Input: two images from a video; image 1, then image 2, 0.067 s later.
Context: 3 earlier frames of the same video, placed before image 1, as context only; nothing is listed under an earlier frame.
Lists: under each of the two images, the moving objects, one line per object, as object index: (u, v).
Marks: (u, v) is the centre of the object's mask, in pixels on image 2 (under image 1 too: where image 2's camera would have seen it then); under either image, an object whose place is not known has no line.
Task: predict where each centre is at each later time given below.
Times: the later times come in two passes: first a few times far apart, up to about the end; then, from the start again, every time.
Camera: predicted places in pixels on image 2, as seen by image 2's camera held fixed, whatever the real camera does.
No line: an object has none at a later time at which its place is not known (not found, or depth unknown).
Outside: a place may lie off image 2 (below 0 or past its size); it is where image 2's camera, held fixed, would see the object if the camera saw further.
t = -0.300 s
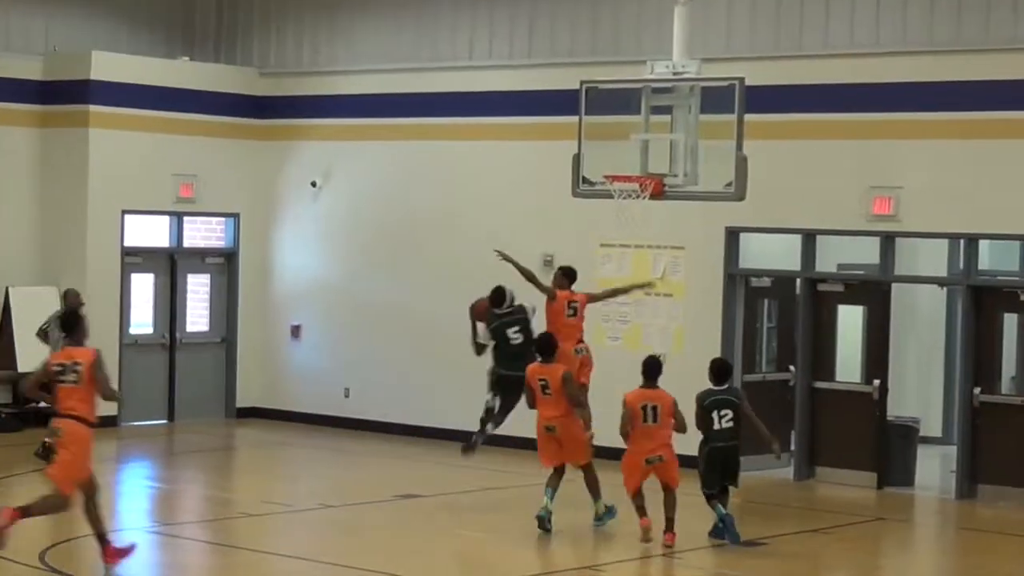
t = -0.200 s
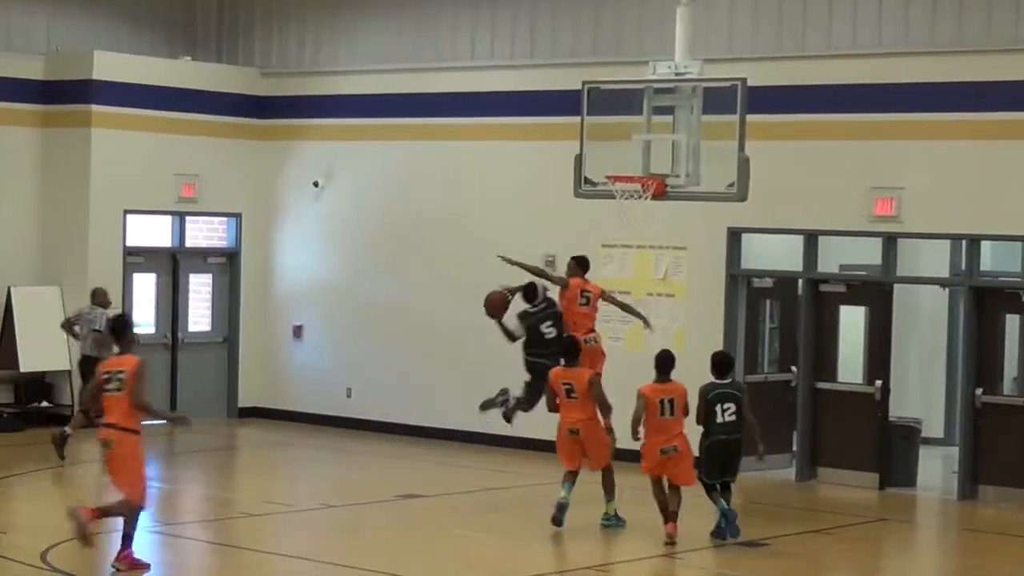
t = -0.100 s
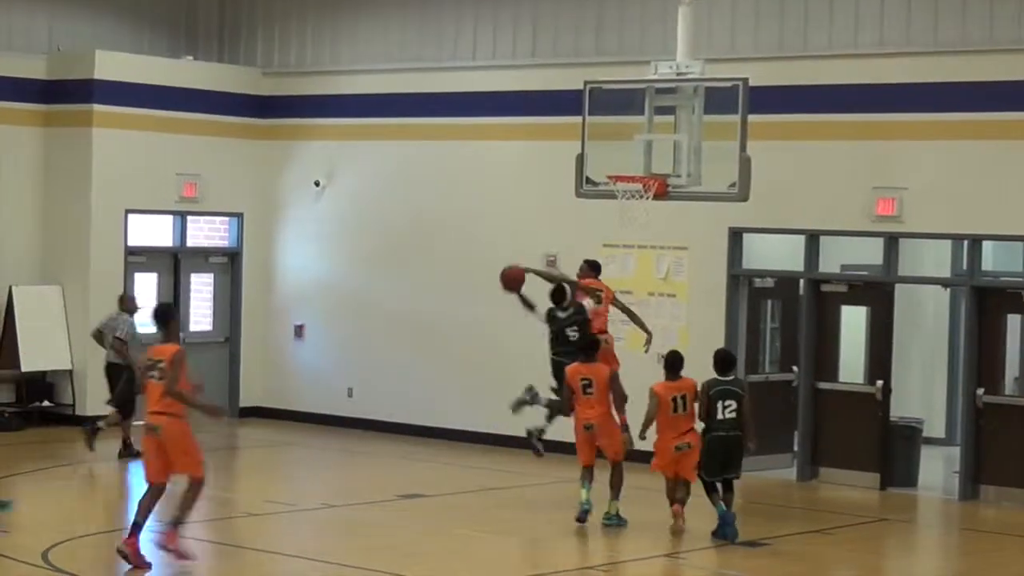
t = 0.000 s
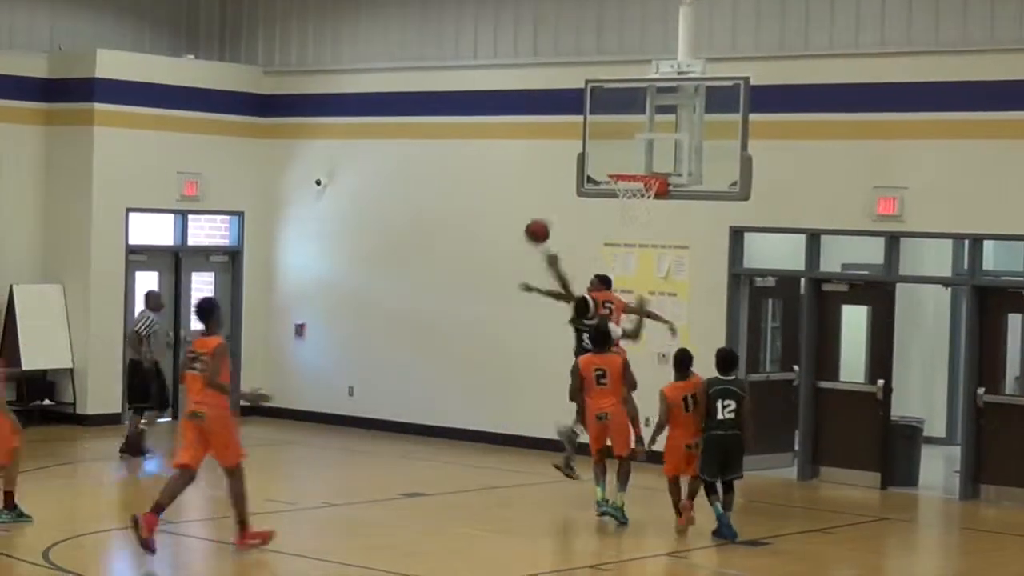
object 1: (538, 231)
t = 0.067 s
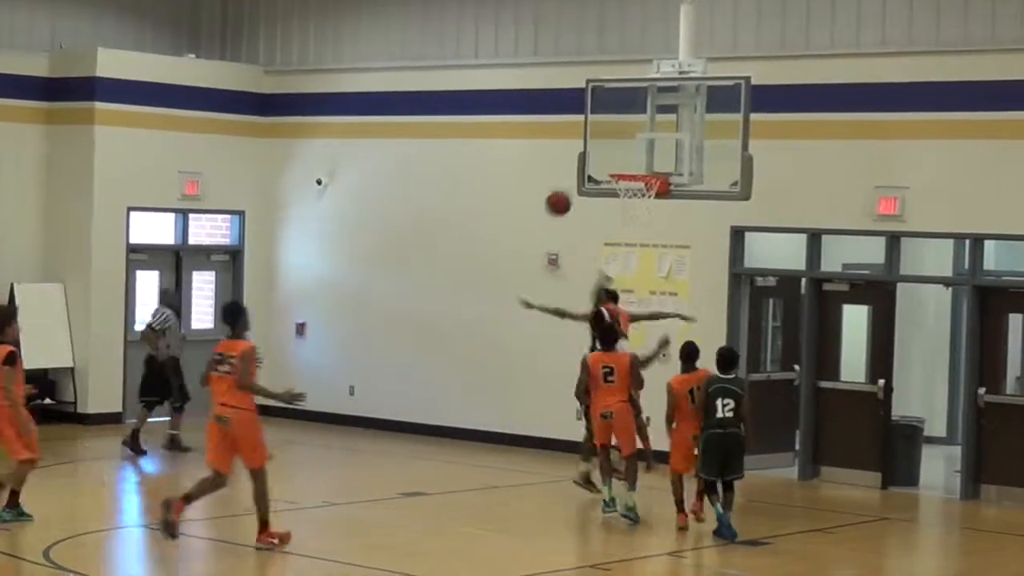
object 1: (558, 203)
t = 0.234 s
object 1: (608, 154)
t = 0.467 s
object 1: (601, 158)
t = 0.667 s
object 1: (578, 199)
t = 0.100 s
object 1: (568, 191)
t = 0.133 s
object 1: (577, 180)
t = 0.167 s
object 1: (588, 170)
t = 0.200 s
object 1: (598, 161)
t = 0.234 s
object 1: (608, 154)
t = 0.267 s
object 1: (617, 148)
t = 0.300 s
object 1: (615, 147)
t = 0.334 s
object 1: (612, 147)
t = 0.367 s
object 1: (610, 148)
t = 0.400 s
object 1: (607, 150)
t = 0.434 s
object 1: (604, 154)
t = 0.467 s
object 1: (601, 158)
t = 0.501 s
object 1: (598, 163)
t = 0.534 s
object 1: (594, 170)
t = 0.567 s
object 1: (591, 175)
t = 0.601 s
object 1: (587, 182)
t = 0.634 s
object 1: (583, 189)
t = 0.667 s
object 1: (578, 199)
